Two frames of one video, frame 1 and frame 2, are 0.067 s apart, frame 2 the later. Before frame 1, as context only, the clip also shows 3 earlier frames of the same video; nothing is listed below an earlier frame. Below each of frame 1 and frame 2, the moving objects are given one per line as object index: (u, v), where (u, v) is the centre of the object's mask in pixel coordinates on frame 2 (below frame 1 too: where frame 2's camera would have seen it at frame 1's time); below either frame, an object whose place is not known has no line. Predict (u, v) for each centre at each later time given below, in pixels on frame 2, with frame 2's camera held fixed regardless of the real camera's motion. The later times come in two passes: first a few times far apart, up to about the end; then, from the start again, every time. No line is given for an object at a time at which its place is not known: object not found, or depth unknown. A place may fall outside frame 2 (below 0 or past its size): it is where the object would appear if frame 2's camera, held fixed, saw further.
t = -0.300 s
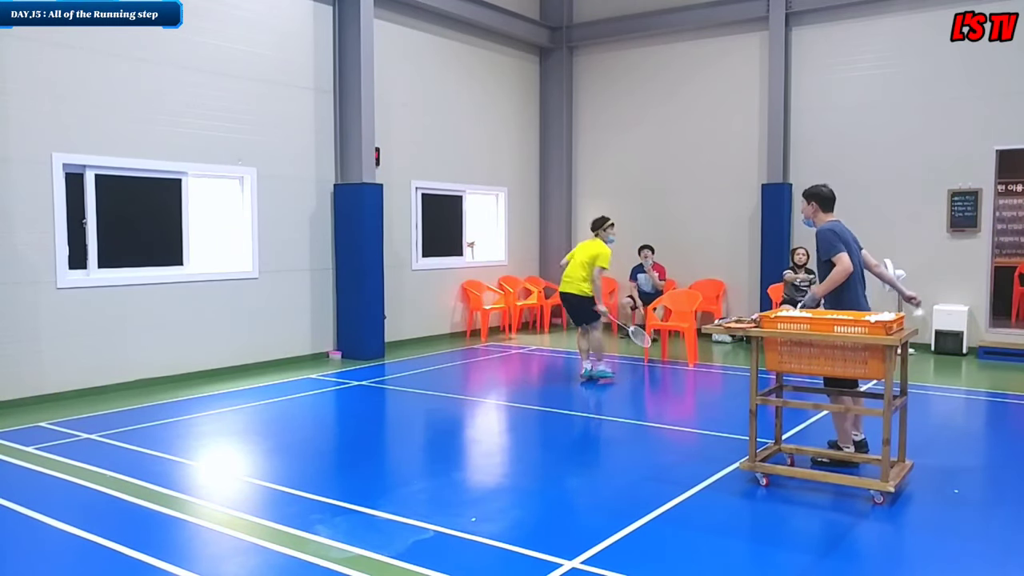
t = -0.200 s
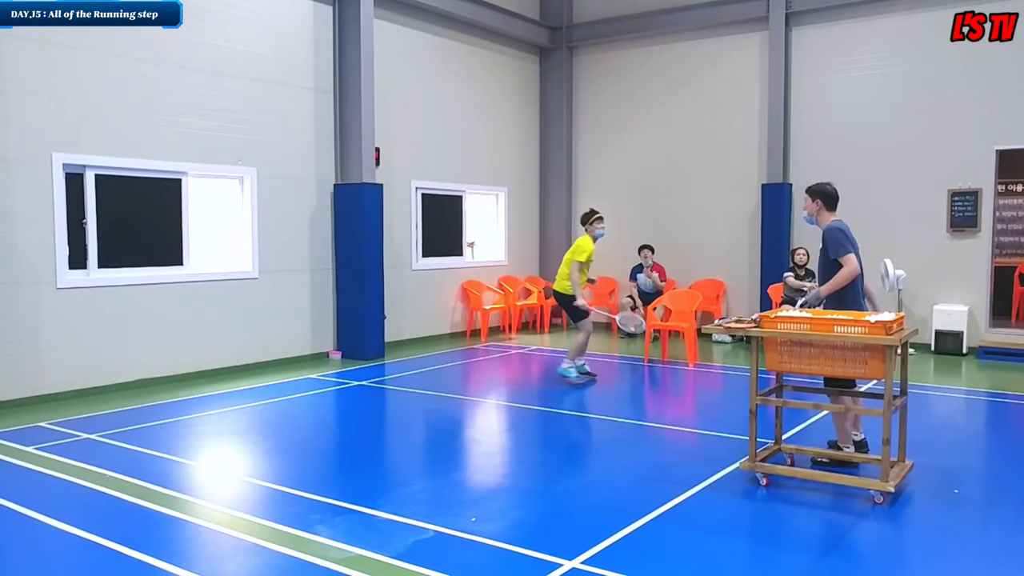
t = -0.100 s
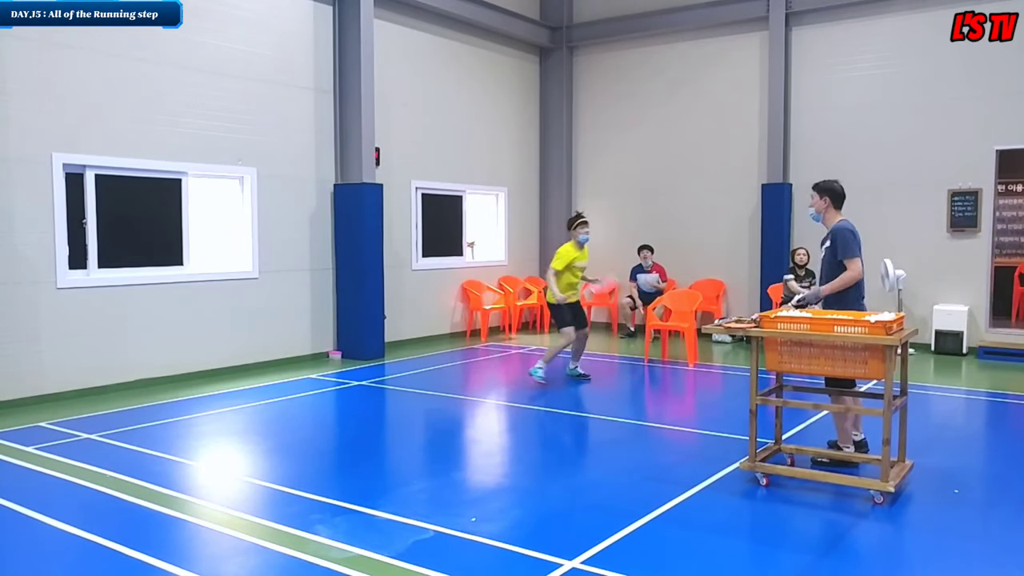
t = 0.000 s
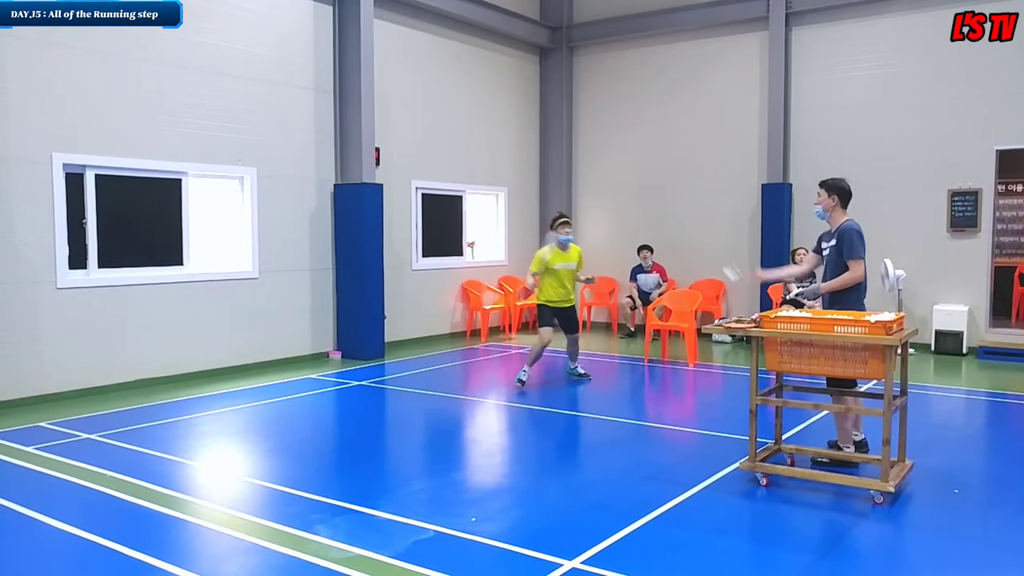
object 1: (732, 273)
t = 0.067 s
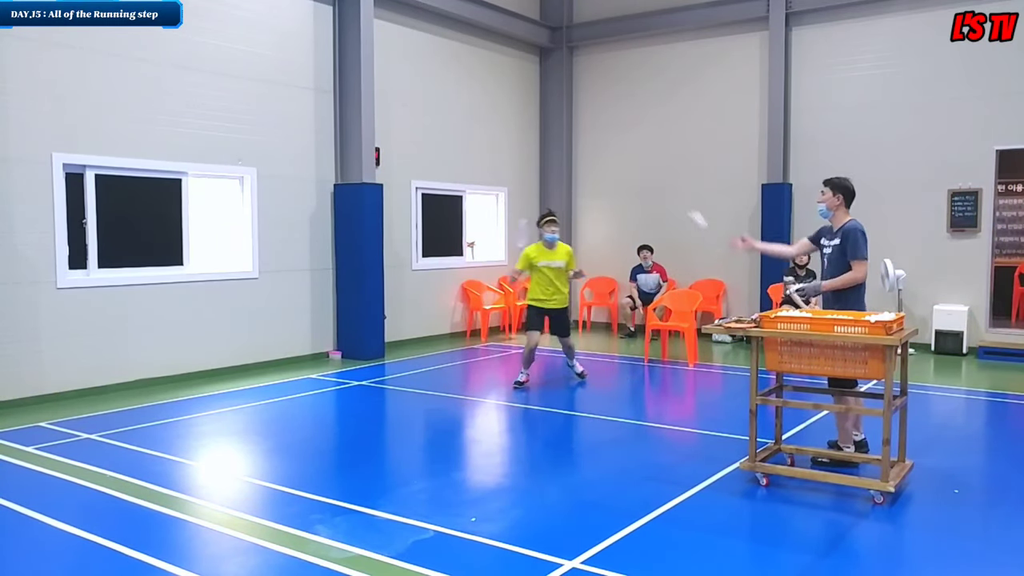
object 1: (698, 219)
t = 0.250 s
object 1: (588, 133)
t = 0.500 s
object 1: (464, 97)
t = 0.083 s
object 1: (688, 207)
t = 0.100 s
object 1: (677, 197)
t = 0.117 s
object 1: (667, 187)
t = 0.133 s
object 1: (657, 179)
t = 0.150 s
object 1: (647, 171)
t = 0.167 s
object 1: (637, 164)
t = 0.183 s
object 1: (626, 157)
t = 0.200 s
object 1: (617, 151)
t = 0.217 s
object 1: (607, 144)
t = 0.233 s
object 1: (598, 138)
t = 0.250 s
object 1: (588, 133)
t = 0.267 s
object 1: (580, 127)
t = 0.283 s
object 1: (571, 123)
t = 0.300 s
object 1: (563, 118)
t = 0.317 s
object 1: (554, 114)
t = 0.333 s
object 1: (546, 110)
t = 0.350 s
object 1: (539, 107)
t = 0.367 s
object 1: (530, 103)
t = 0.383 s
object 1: (522, 101)
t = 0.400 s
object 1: (514, 99)
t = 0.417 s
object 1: (505, 97)
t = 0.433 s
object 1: (497, 96)
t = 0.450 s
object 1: (489, 96)
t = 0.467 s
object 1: (481, 96)
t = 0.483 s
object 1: (472, 96)
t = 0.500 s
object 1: (464, 97)
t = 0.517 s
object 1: (457, 98)
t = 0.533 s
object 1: (449, 99)
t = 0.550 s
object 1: (441, 102)
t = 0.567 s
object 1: (434, 104)
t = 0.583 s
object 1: (425, 107)
